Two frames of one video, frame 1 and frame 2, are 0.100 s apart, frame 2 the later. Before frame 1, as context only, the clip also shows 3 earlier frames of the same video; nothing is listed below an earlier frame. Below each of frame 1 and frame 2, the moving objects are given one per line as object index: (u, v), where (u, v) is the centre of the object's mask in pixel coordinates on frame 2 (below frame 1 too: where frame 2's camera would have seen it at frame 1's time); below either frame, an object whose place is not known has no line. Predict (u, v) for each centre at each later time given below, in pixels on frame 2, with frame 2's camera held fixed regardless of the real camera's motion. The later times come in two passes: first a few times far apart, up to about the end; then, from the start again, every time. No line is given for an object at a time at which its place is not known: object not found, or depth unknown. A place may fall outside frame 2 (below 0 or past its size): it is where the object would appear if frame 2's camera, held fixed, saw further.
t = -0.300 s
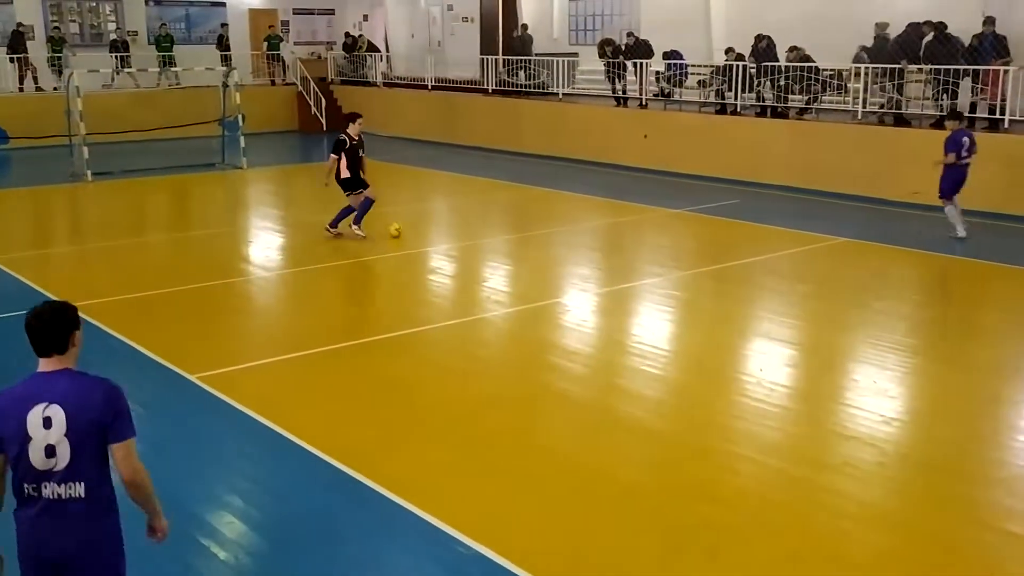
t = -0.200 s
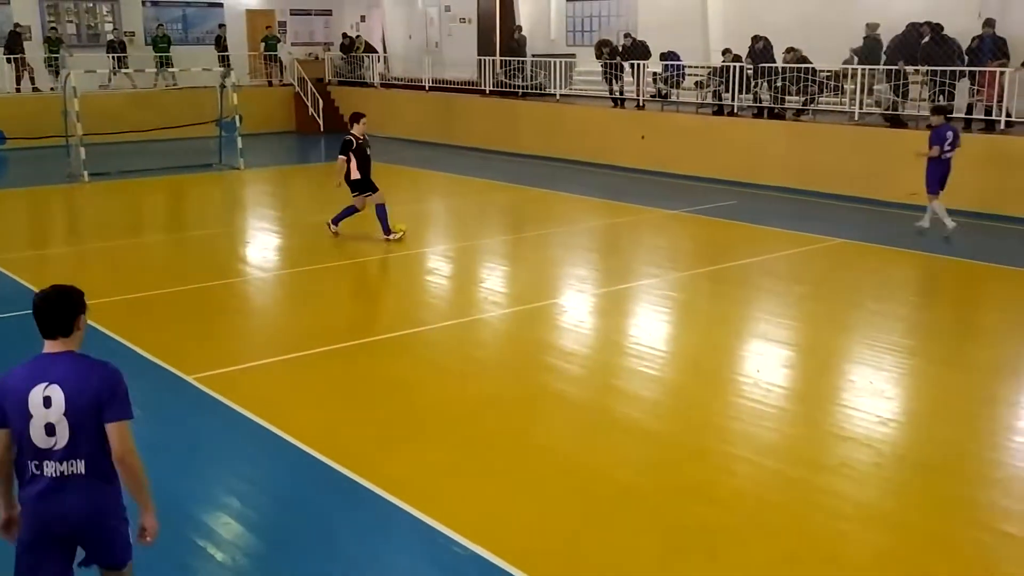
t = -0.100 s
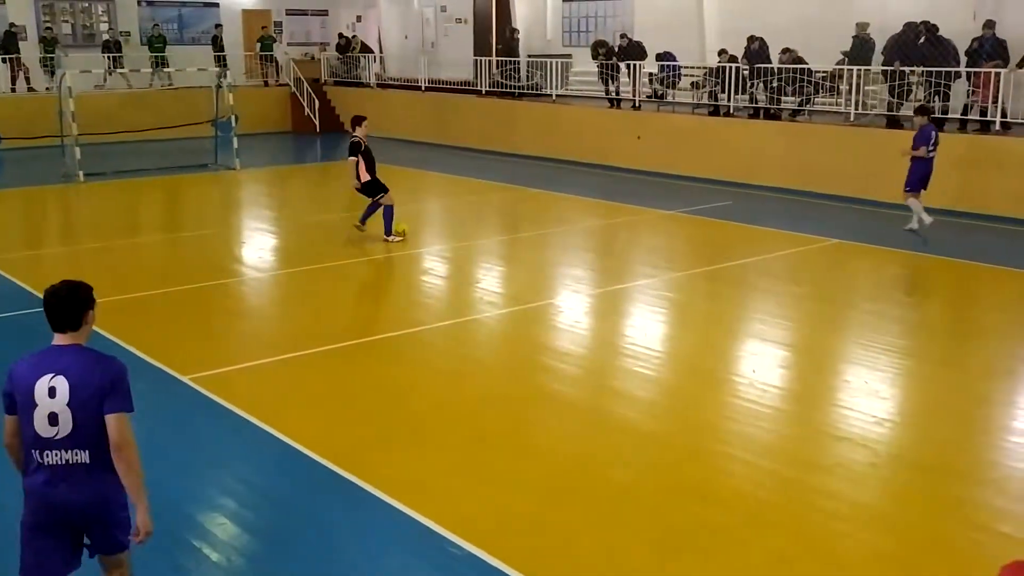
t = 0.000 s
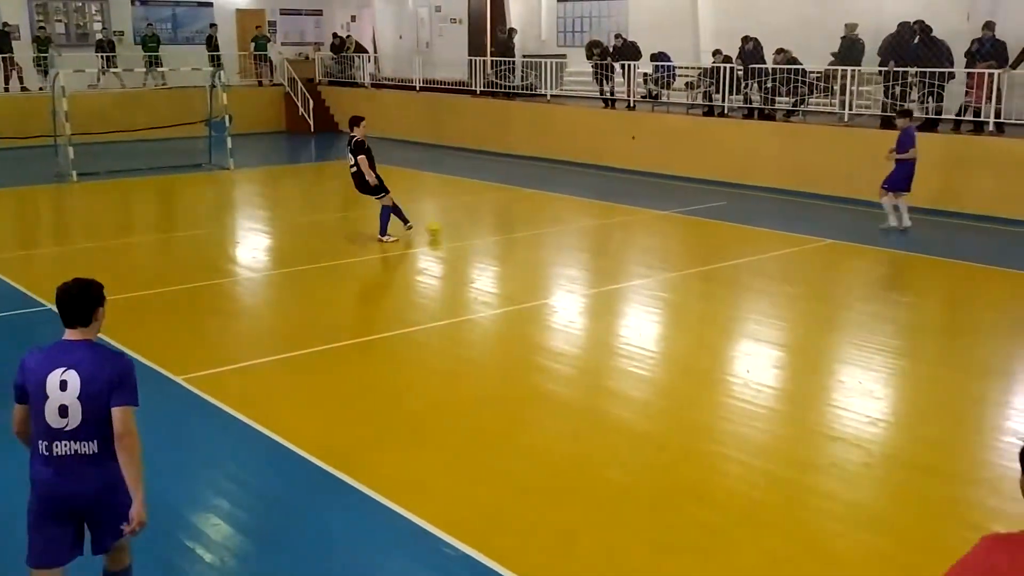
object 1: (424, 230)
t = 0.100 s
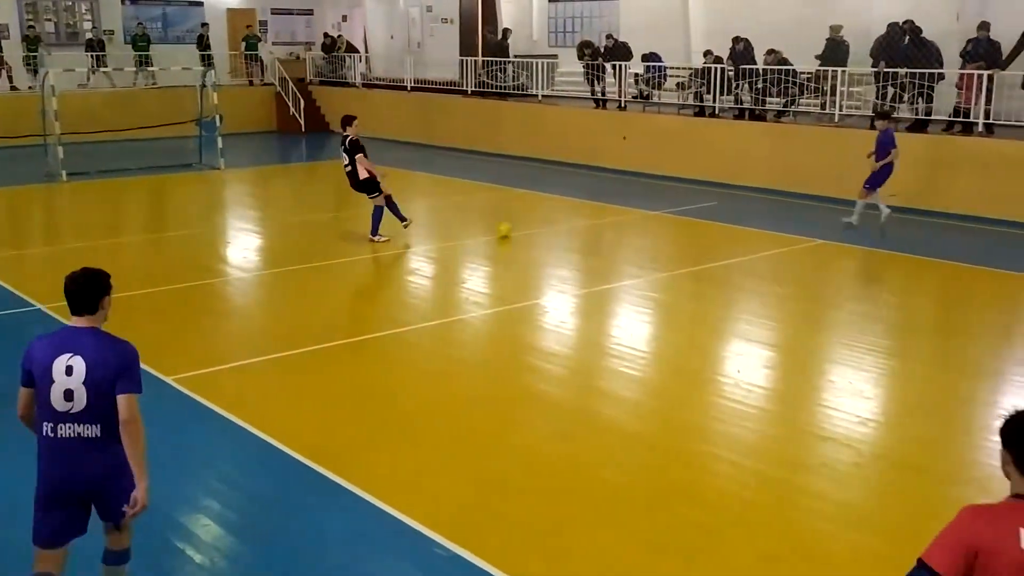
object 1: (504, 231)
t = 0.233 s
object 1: (599, 230)
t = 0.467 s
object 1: (744, 230)
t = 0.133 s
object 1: (528, 231)
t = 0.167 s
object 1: (552, 231)
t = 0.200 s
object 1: (575, 230)
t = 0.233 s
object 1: (599, 230)
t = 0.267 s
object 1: (621, 231)
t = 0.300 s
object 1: (642, 230)
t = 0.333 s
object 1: (664, 229)
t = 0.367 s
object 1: (685, 230)
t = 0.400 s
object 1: (704, 229)
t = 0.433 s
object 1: (725, 229)
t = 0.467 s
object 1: (744, 230)
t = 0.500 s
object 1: (763, 231)
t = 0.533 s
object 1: (780, 230)
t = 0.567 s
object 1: (798, 229)
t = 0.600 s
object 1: (815, 230)
